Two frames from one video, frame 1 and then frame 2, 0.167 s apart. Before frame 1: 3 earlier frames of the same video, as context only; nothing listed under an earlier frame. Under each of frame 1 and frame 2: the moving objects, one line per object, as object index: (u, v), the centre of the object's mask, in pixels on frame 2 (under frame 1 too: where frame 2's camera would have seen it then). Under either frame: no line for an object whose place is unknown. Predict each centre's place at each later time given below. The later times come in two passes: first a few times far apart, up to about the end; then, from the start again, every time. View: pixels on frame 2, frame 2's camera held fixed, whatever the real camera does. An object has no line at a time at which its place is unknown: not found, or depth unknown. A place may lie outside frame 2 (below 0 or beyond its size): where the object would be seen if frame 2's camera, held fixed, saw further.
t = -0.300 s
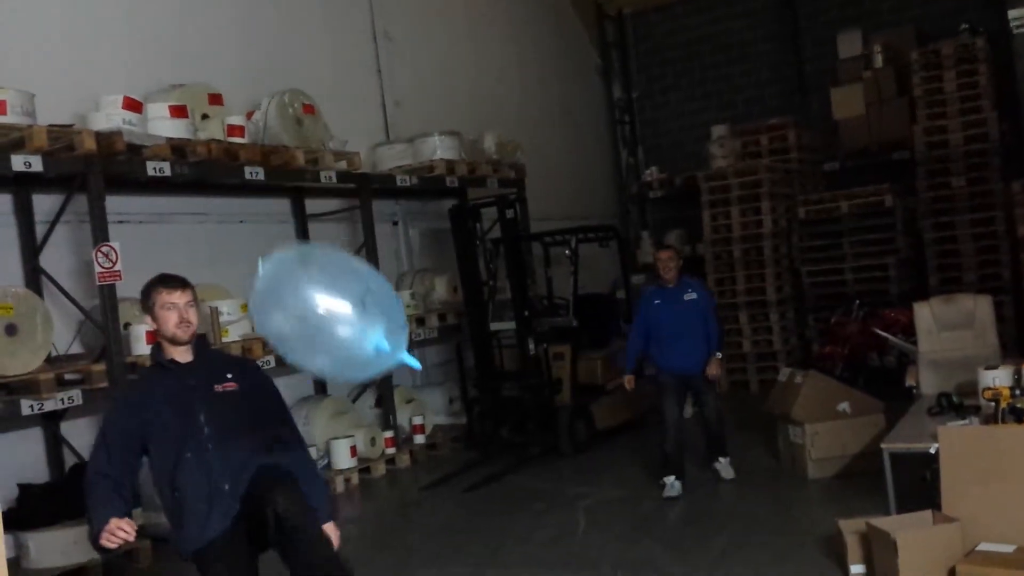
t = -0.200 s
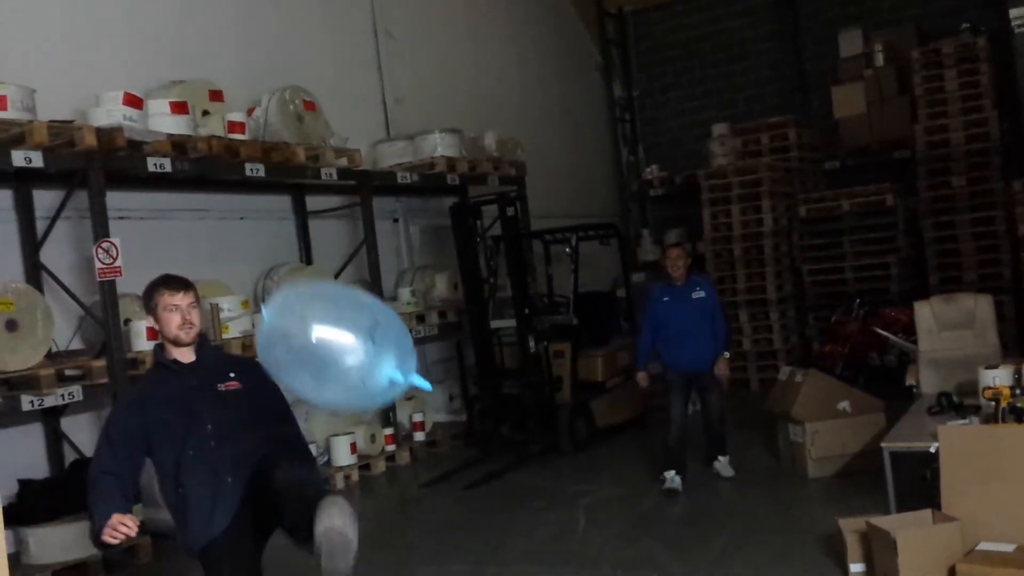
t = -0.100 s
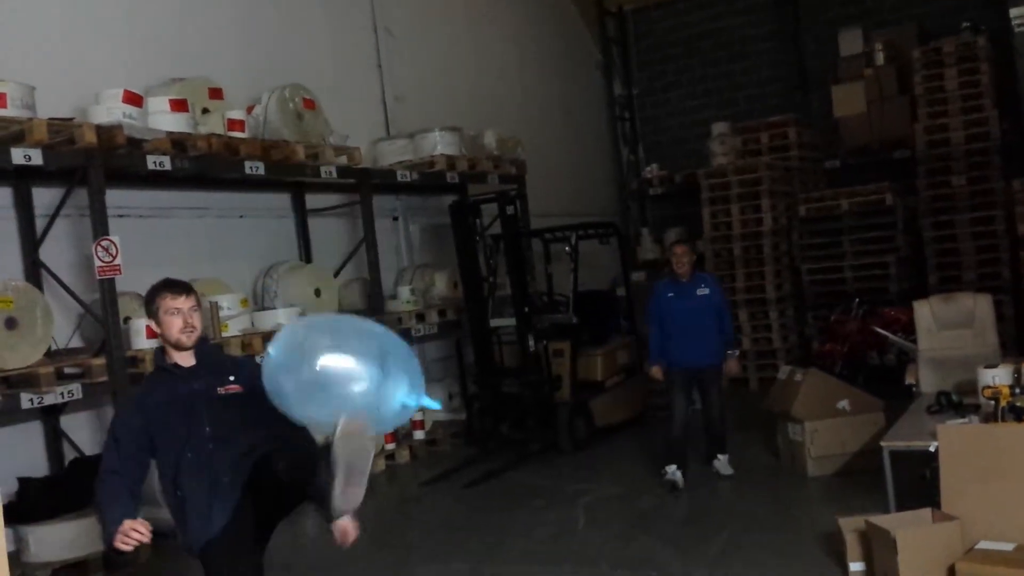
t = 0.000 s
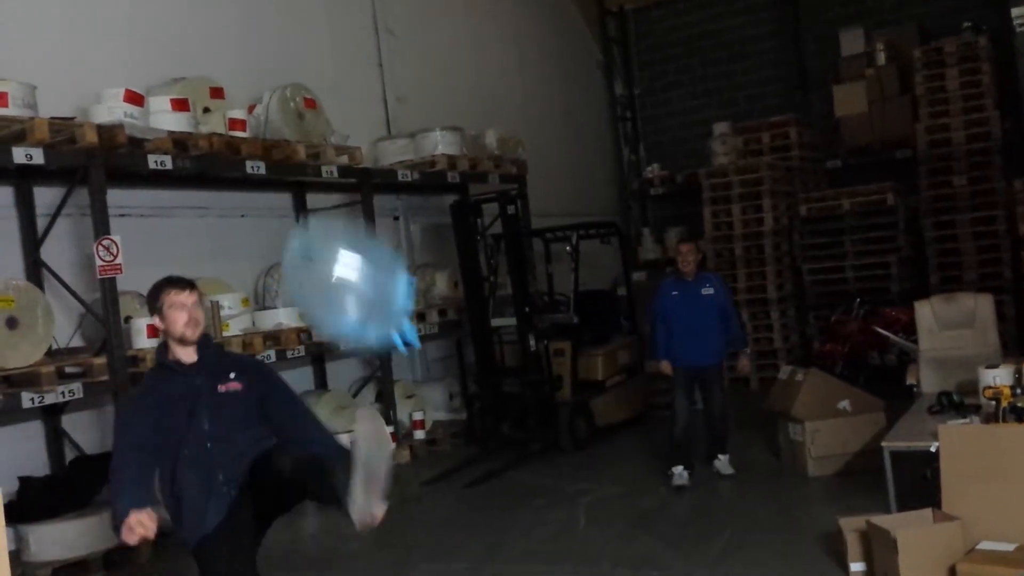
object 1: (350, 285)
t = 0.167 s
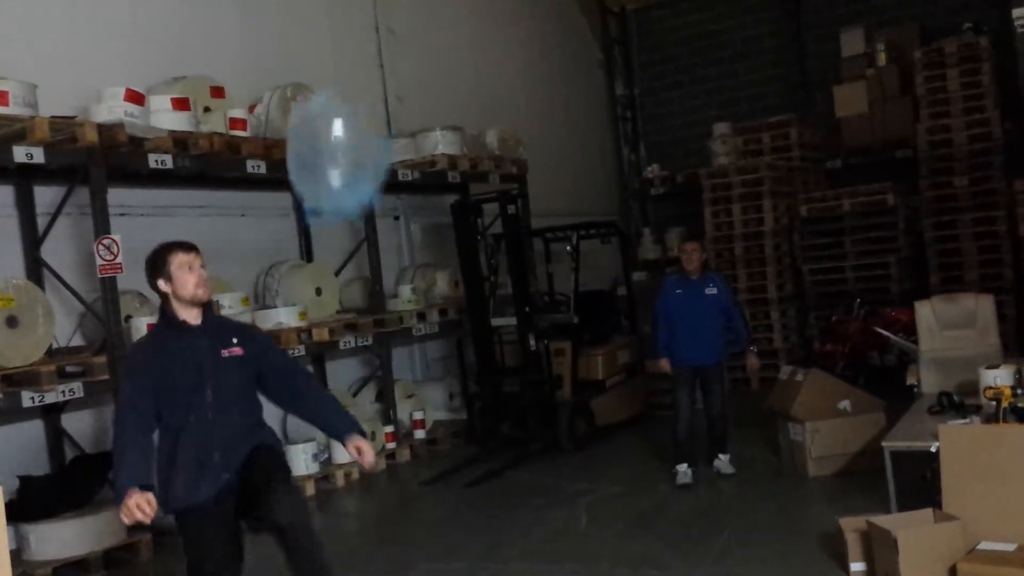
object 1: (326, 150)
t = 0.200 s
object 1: (324, 135)
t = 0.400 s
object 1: (315, 62)
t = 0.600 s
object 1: (294, 39)
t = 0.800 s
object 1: (286, 36)
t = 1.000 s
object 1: (286, 34)
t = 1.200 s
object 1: (289, 37)
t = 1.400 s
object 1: (289, 45)
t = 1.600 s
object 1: (291, 57)
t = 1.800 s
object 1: (298, 77)
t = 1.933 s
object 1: (298, 99)
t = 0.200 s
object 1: (324, 135)
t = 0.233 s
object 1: (323, 122)
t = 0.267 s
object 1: (329, 108)
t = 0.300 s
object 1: (318, 97)
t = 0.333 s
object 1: (315, 89)
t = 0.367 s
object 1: (318, 71)
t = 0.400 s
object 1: (315, 62)
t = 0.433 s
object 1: (311, 53)
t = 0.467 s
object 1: (307, 48)
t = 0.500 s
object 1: (303, 44)
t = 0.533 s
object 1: (300, 43)
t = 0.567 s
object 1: (296, 40)
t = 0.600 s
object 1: (294, 39)
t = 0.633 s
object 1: (291, 39)
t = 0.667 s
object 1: (289, 37)
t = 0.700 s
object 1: (288, 37)
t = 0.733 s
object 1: (288, 37)
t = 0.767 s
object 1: (287, 36)
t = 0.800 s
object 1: (286, 36)
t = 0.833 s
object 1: (285, 36)
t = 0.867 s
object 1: (285, 35)
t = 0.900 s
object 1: (285, 35)
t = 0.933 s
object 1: (284, 35)
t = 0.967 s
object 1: (285, 34)
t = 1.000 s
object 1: (286, 34)
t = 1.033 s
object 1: (286, 34)
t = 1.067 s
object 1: (287, 34)
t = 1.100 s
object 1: (287, 34)
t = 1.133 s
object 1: (289, 35)
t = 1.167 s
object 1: (289, 36)
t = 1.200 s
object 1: (289, 37)
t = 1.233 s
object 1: (289, 38)
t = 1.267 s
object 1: (288, 39)
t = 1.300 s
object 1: (290, 40)
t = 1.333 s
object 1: (290, 42)
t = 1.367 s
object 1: (288, 43)
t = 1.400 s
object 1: (289, 45)
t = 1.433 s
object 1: (291, 46)
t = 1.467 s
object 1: (291, 48)
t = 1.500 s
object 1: (291, 50)
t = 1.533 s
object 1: (291, 52)
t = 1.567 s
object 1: (292, 54)
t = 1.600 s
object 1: (291, 57)
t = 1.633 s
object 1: (291, 58)
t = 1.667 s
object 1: (292, 61)
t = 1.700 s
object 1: (291, 63)
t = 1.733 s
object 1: (296, 70)
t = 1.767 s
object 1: (295, 72)
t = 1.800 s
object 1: (298, 77)
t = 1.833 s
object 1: (298, 83)
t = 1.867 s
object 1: (298, 88)
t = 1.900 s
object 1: (298, 93)
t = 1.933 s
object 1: (298, 99)
